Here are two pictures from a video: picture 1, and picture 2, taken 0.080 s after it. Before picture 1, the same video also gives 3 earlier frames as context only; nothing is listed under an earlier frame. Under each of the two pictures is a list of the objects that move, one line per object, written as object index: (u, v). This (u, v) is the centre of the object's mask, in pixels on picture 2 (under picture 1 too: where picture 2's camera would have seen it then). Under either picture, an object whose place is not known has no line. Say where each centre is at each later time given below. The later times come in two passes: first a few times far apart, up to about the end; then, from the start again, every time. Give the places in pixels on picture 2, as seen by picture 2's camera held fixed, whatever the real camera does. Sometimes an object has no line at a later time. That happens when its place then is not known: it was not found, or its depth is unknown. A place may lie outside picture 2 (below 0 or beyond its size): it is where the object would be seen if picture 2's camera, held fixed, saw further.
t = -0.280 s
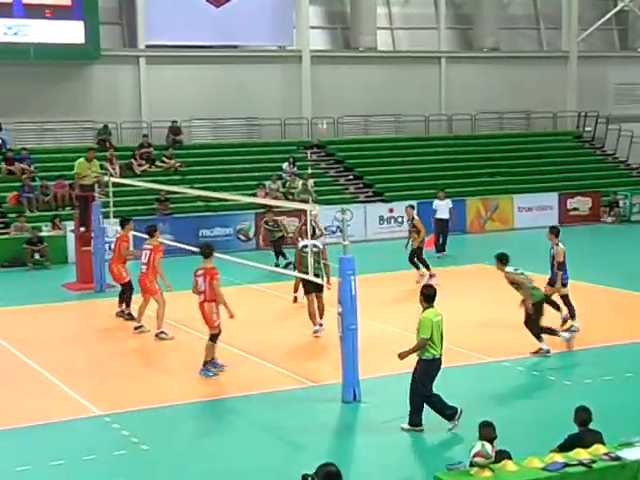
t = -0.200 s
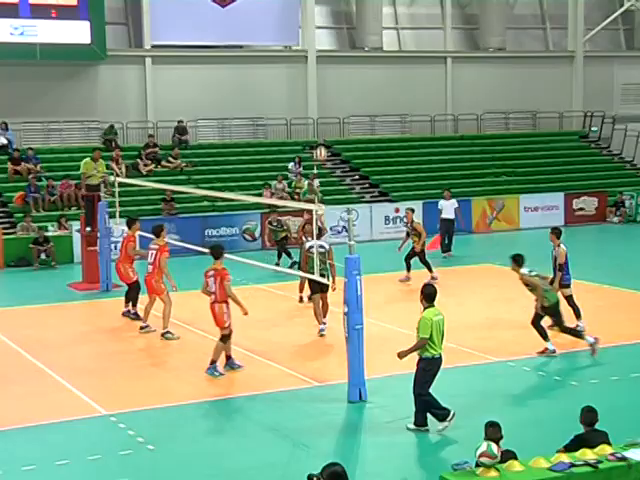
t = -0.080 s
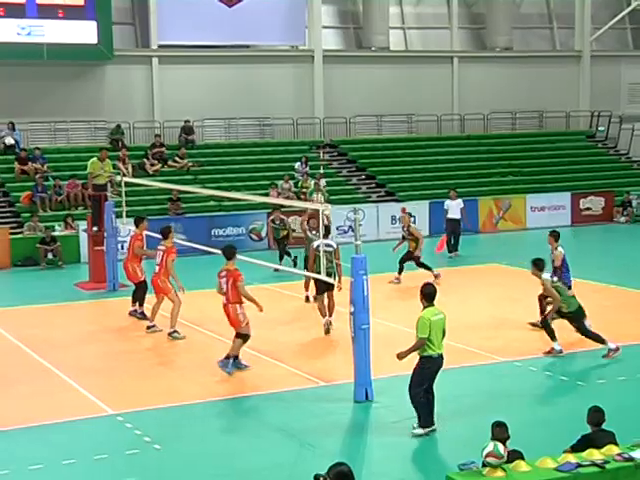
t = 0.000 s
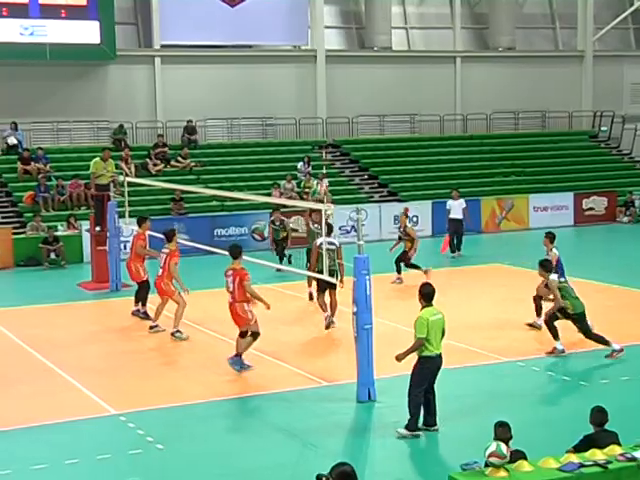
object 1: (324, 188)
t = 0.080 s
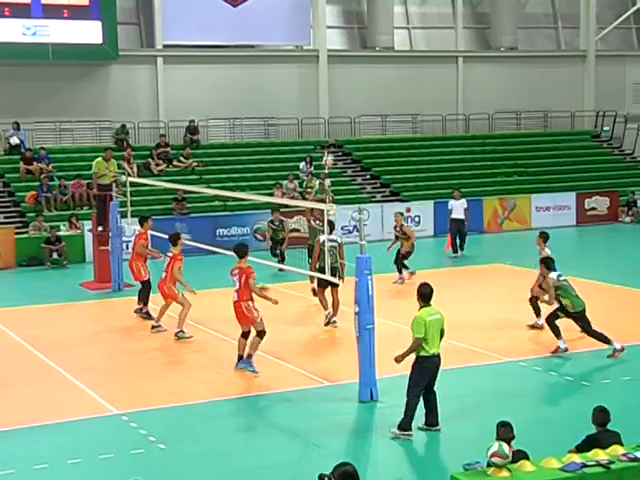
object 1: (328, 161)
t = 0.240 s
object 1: (337, 114)
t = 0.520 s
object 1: (351, 63)
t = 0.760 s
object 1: (365, 55)
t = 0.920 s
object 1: (374, 70)
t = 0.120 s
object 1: (329, 150)
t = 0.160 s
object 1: (332, 136)
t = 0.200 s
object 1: (336, 124)
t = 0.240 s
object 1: (337, 114)
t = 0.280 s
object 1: (339, 104)
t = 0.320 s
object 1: (341, 95)
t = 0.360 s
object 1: (343, 87)
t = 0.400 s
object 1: (345, 79)
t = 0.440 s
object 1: (346, 73)
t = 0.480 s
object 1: (348, 68)
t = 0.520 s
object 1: (351, 63)
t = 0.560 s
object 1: (353, 59)
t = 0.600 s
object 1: (356, 57)
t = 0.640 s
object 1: (358, 55)
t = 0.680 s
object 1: (360, 54)
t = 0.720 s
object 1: (362, 54)
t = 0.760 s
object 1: (365, 55)
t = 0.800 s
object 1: (366, 57)
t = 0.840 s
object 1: (370, 59)
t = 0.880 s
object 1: (372, 64)
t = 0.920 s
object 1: (374, 70)
